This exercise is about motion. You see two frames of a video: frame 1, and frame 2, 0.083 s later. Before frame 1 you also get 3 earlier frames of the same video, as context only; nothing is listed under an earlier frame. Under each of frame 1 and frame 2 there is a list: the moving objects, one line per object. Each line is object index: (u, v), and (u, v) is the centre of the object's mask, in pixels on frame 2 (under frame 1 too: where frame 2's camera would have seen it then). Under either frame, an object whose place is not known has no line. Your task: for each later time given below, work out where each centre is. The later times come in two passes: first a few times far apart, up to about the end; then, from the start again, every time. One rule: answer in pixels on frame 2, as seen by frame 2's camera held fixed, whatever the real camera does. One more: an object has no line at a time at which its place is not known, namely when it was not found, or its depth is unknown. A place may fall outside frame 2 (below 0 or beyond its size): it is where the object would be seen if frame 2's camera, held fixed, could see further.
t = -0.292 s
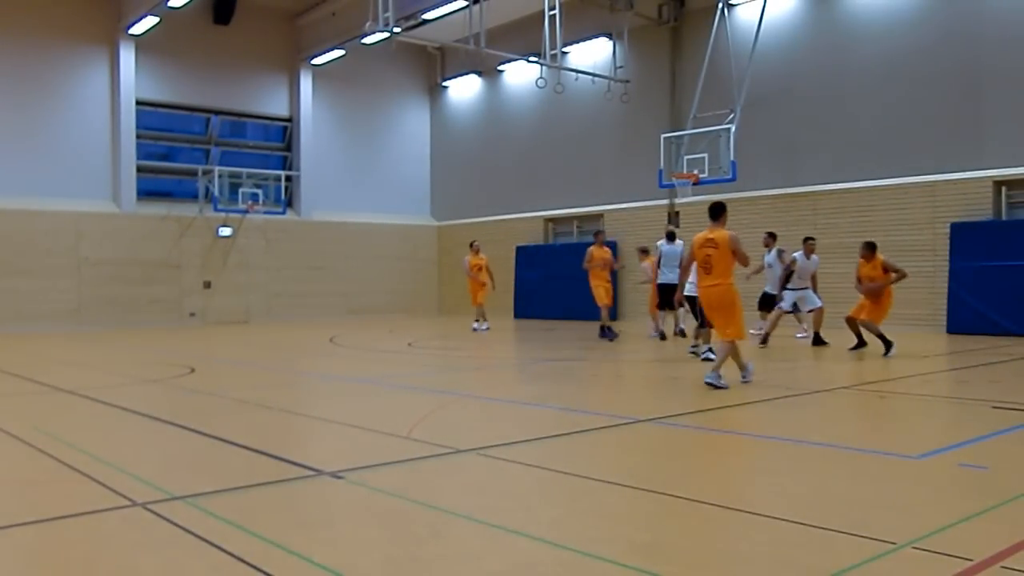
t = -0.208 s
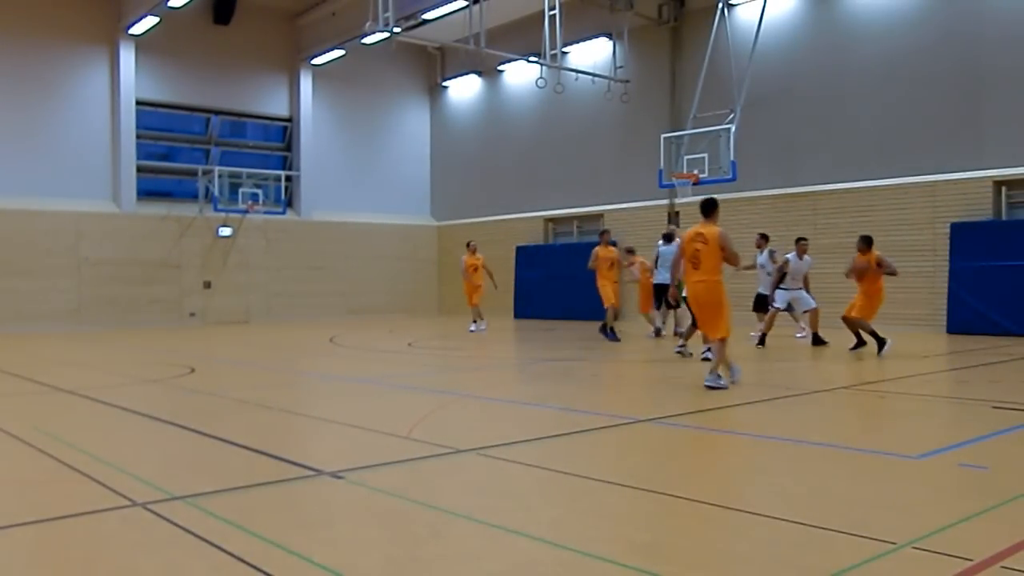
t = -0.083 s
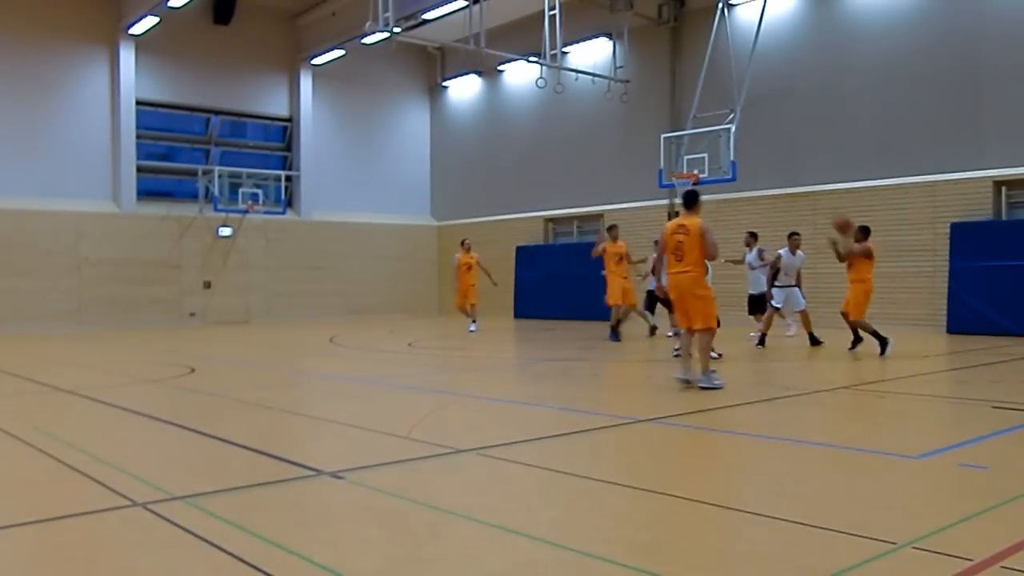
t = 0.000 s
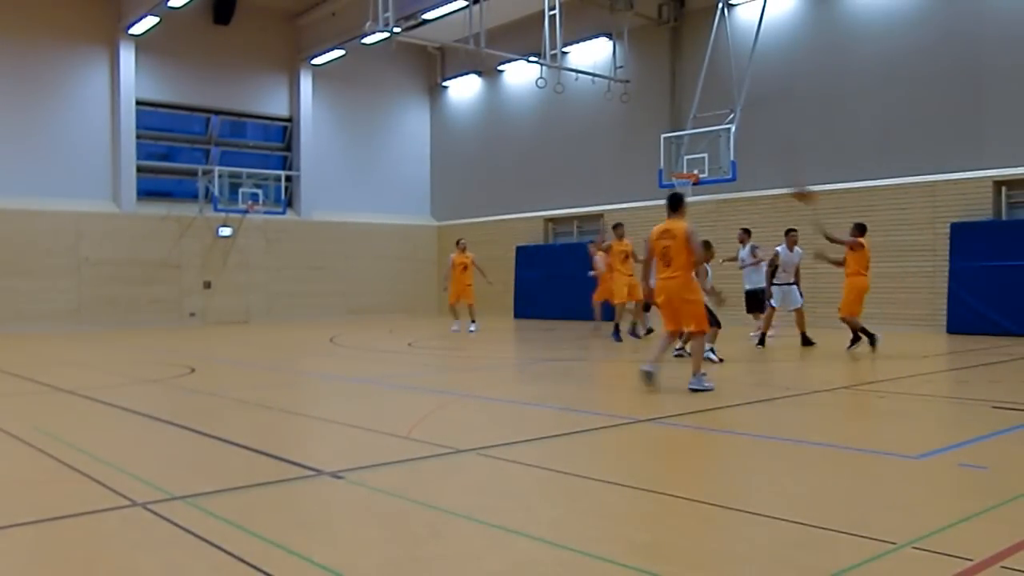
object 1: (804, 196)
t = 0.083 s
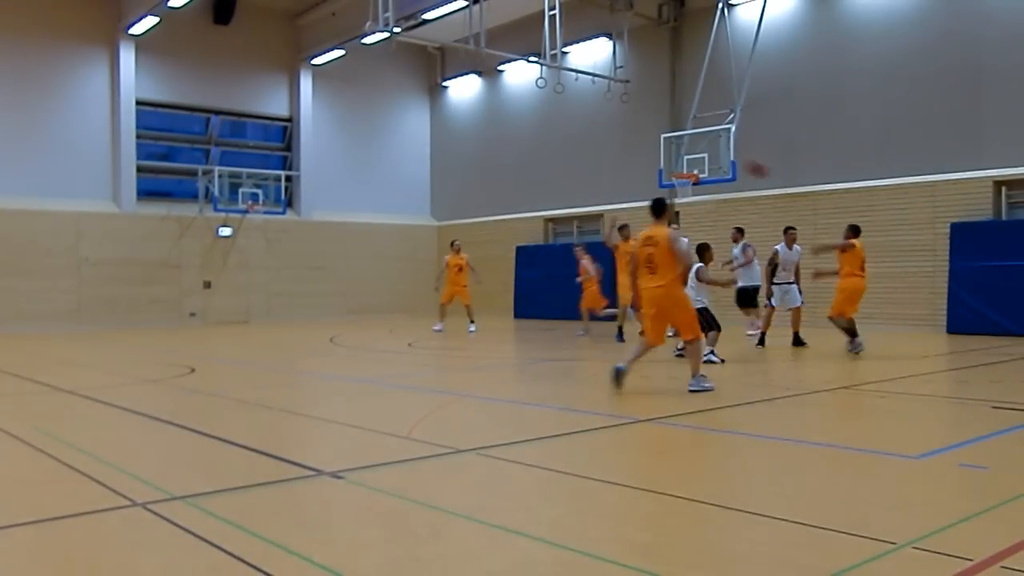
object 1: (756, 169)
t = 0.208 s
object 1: (694, 142)
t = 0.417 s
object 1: (606, 126)
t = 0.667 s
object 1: (519, 140)
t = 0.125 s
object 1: (737, 159)
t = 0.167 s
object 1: (713, 149)
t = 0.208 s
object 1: (694, 142)
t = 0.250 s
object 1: (675, 138)
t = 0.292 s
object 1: (656, 133)
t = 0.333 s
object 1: (639, 130)
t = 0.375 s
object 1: (622, 127)
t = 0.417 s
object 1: (606, 126)
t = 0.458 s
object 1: (591, 125)
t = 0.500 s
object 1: (575, 127)
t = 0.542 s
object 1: (560, 128)
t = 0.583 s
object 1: (546, 132)
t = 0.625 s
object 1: (532, 135)
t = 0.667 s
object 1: (519, 140)
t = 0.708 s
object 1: (505, 146)
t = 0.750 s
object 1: (492, 152)
